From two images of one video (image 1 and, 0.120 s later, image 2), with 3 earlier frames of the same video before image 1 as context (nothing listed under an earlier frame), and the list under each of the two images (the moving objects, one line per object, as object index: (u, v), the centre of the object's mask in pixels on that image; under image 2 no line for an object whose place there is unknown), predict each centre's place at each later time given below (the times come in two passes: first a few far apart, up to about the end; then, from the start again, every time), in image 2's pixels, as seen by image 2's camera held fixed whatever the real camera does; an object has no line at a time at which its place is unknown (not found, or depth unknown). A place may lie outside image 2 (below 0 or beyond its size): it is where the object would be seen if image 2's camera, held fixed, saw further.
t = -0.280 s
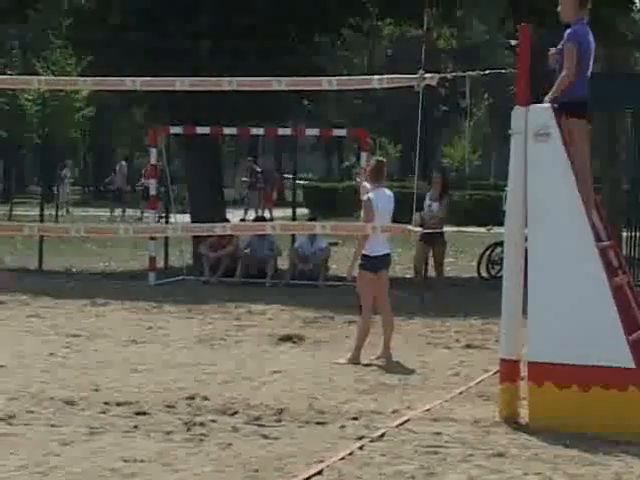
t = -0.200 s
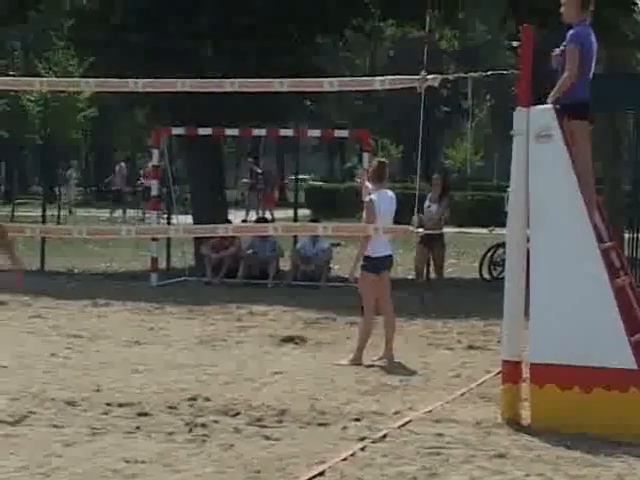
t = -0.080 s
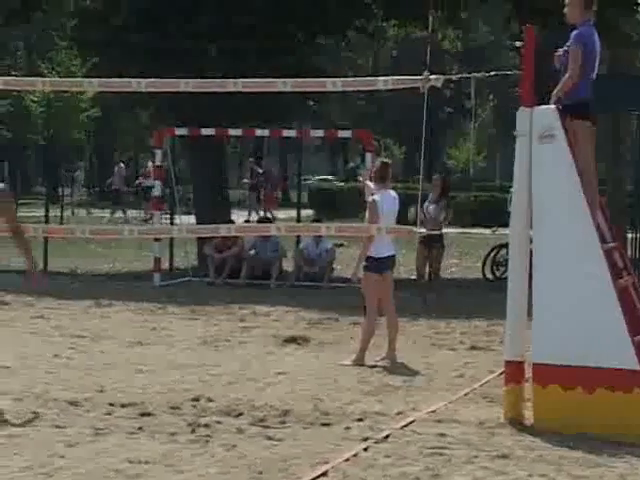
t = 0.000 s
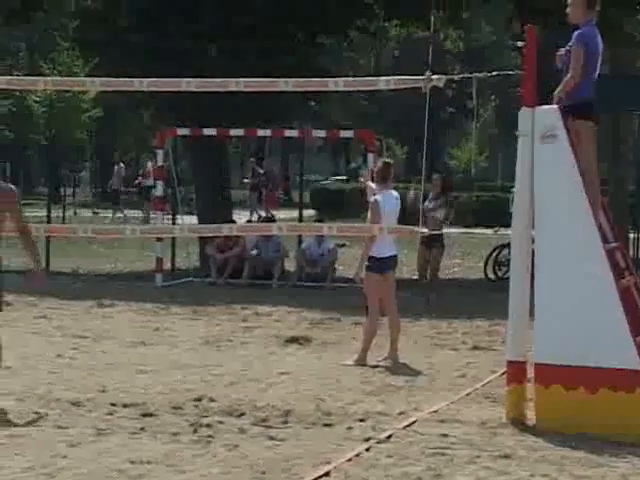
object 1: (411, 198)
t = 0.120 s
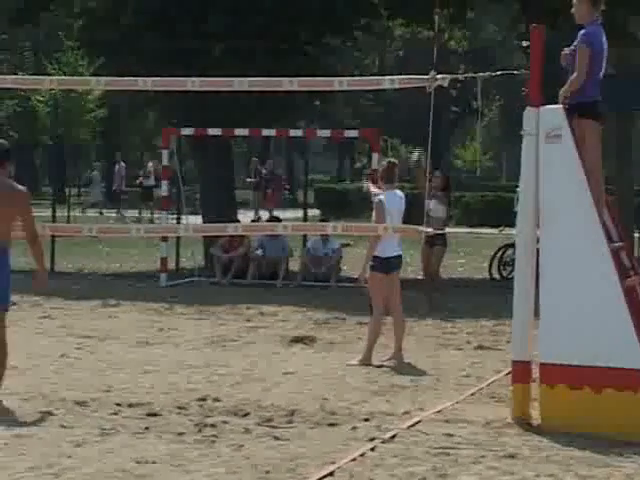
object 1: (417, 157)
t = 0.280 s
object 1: (419, 125)
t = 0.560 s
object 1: (416, 118)
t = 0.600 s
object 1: (415, 122)
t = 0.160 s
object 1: (417, 151)
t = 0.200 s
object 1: (419, 139)
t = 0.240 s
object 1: (418, 131)
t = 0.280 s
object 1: (419, 125)
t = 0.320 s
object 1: (419, 122)
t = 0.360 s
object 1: (417, 118)
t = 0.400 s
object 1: (417, 116)
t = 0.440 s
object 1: (417, 114)
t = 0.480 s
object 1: (417, 113)
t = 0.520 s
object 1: (417, 115)
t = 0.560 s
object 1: (416, 118)
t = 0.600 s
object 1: (415, 122)
